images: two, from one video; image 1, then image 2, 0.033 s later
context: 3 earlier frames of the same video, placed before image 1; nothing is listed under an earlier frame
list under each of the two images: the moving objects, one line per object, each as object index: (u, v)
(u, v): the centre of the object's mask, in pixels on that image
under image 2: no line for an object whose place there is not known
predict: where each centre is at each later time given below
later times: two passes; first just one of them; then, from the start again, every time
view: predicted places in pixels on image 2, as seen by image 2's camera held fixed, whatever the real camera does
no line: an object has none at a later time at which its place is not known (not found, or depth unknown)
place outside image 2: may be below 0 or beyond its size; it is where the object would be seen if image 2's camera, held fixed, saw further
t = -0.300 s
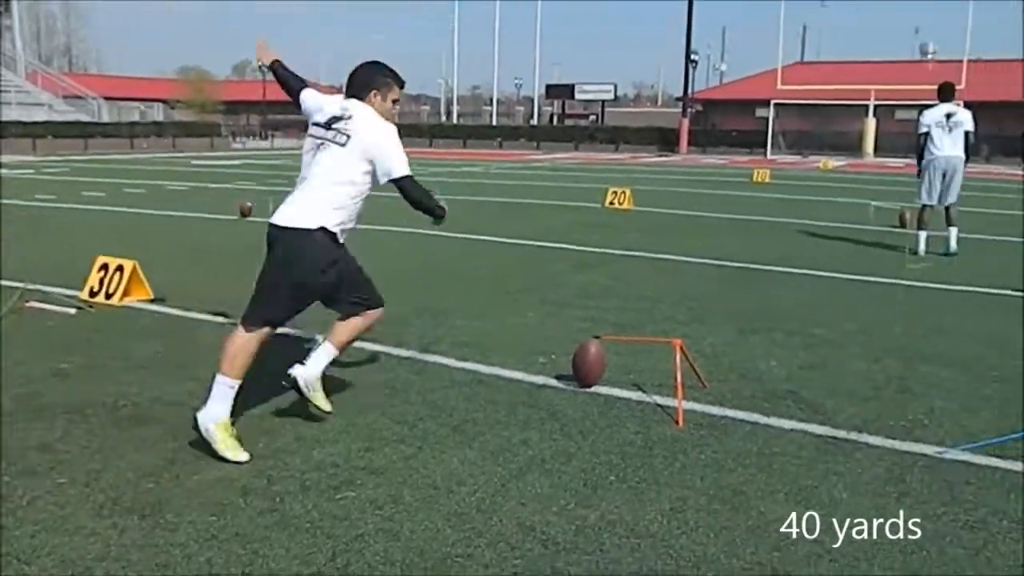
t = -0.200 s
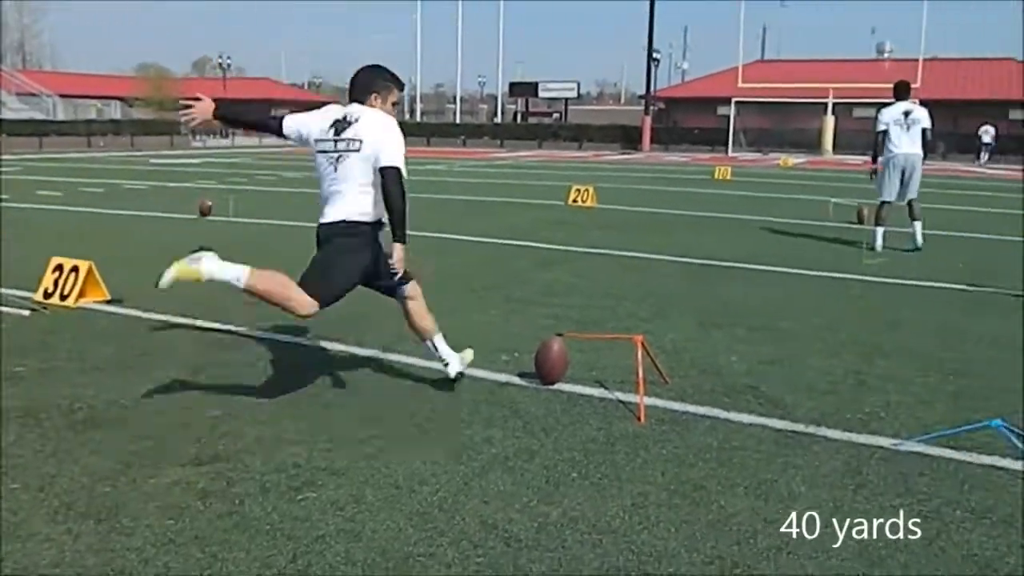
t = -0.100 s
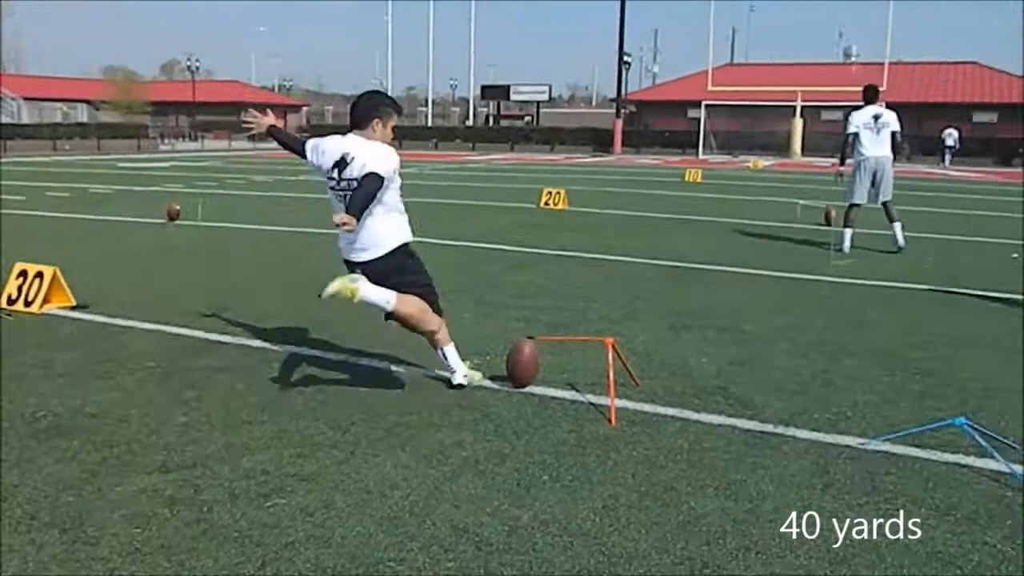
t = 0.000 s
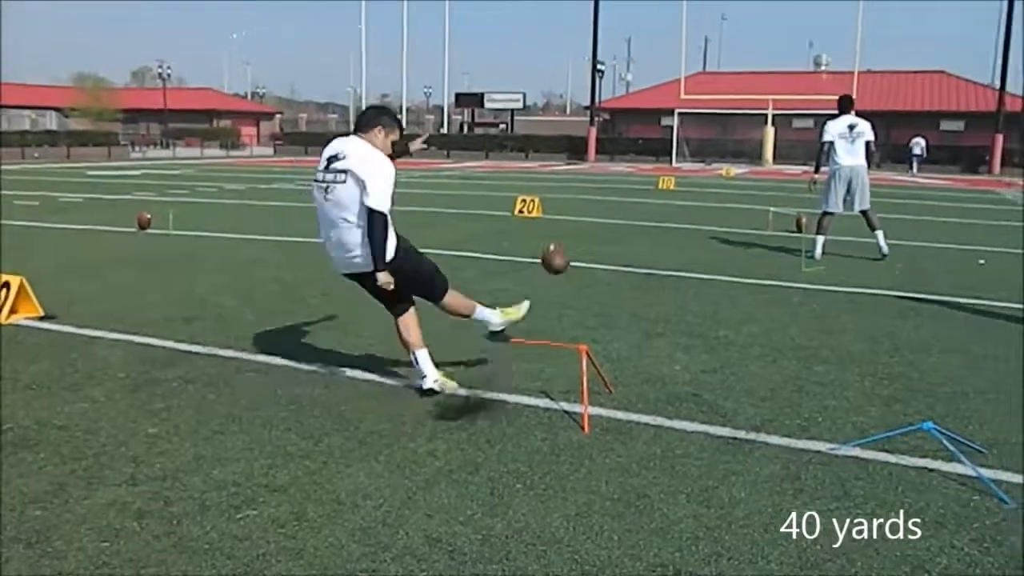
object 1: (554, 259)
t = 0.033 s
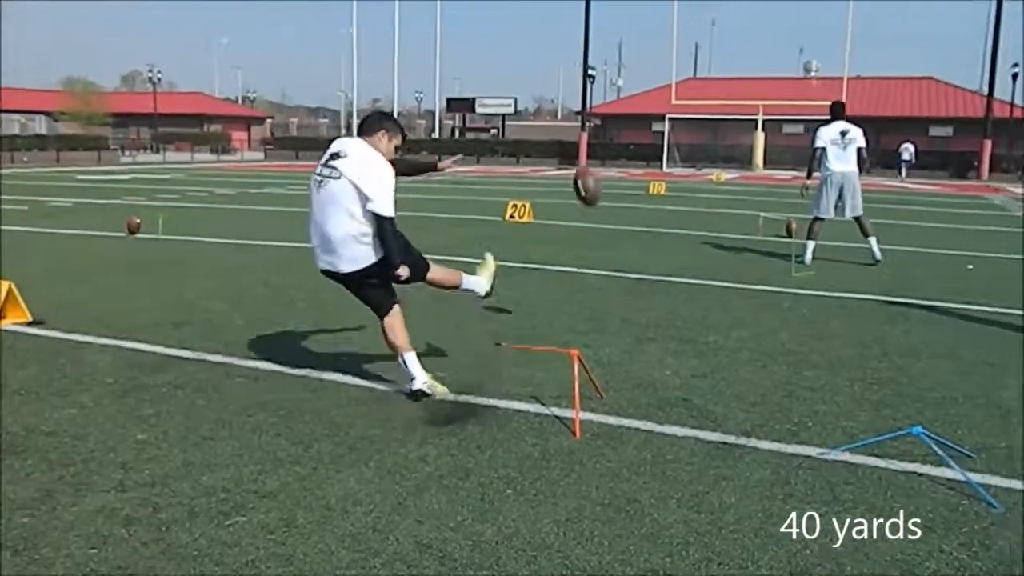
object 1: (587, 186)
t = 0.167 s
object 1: (680, 6)
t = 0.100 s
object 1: (642, 78)
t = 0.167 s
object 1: (680, 6)
